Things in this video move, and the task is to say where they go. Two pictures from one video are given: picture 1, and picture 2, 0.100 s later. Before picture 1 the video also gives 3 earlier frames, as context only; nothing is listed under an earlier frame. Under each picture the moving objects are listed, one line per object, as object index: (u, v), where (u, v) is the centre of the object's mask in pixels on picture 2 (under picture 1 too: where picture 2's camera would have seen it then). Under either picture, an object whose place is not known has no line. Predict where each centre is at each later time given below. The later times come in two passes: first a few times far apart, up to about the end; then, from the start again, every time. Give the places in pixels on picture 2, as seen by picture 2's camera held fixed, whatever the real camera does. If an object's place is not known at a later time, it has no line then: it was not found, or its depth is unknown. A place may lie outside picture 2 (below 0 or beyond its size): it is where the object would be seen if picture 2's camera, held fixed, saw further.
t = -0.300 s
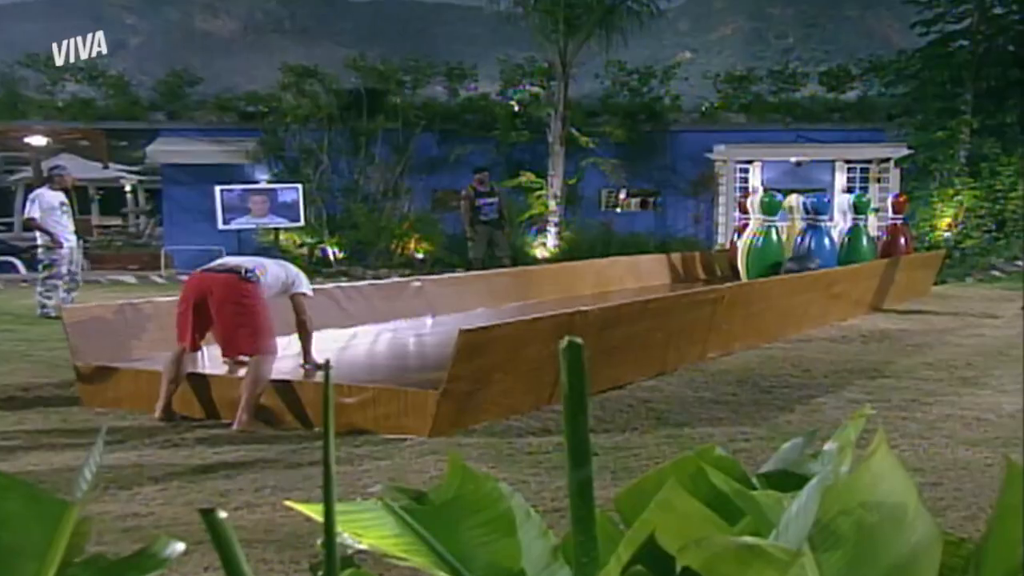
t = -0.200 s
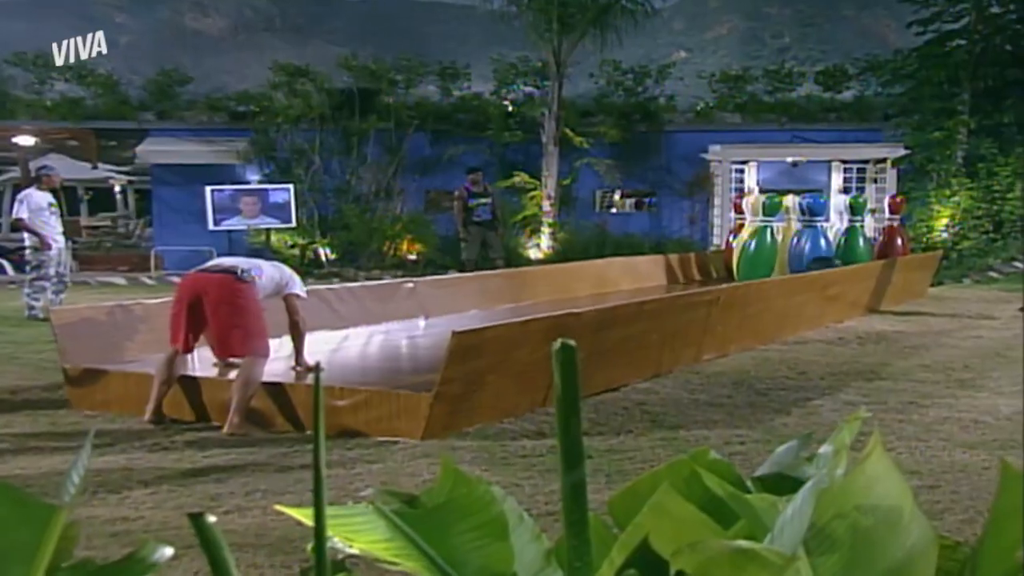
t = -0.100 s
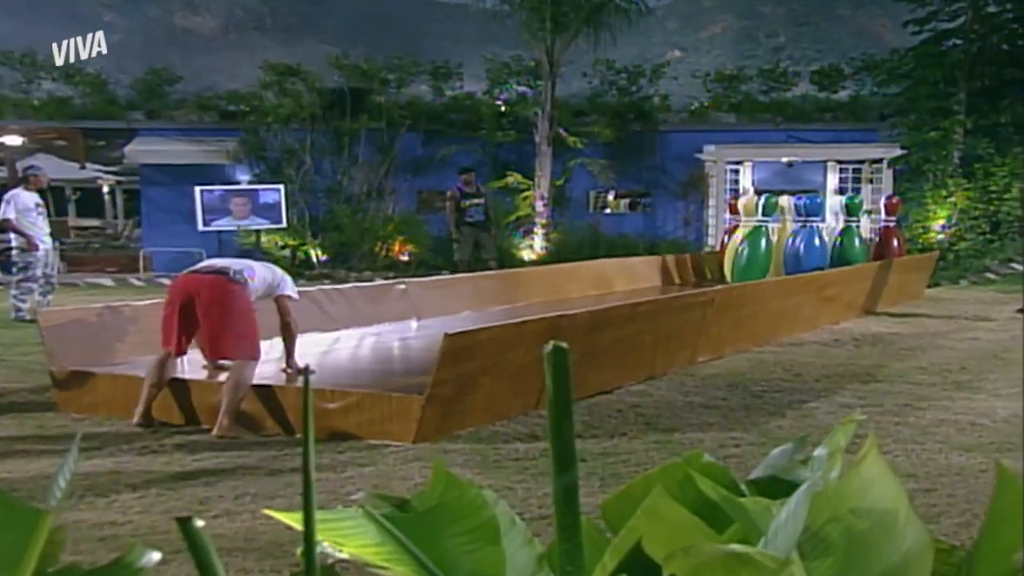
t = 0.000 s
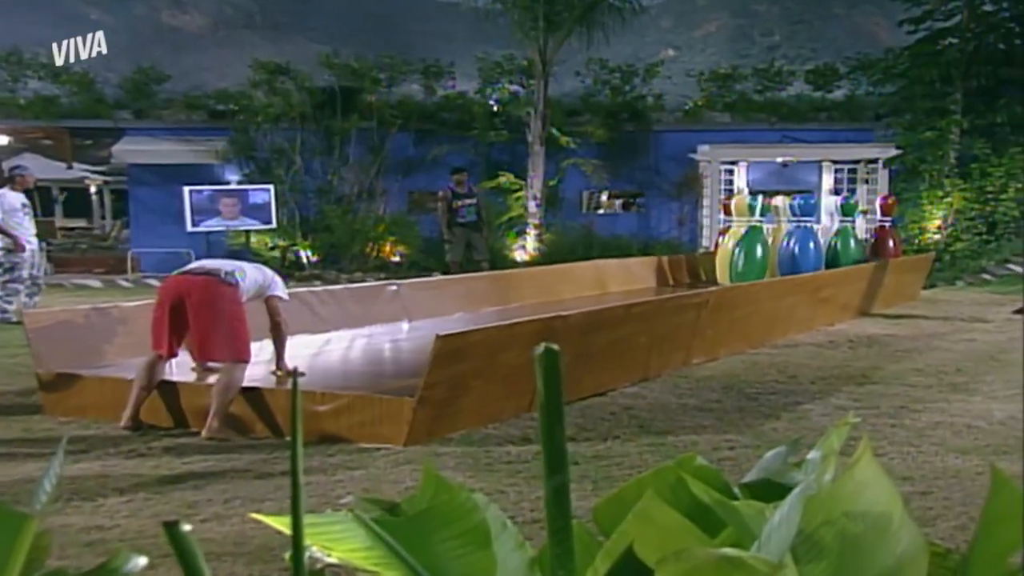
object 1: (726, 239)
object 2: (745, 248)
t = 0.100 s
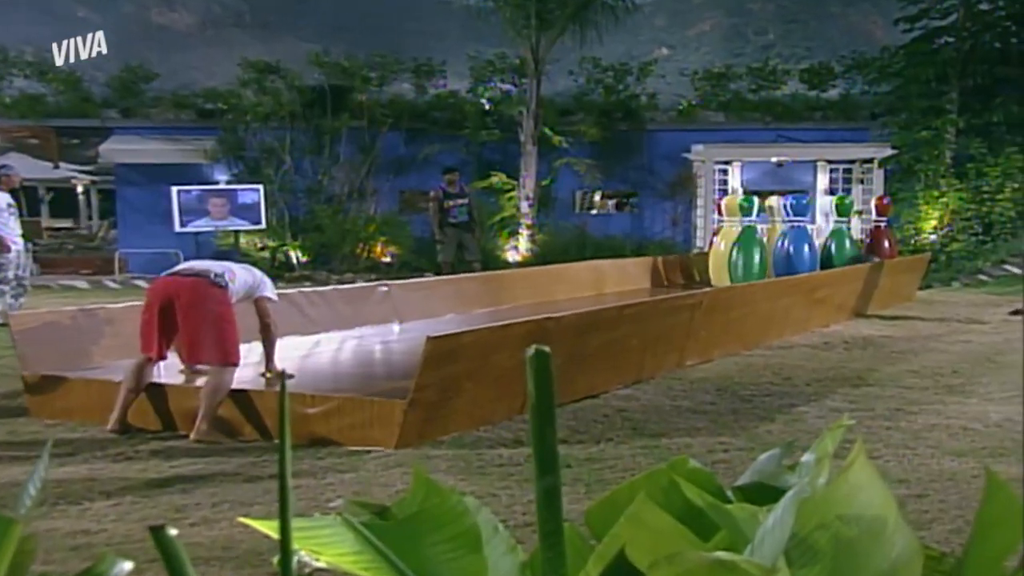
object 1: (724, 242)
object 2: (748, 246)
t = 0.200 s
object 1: (724, 244)
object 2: (751, 245)
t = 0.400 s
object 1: (722, 242)
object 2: (754, 249)
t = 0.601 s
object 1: (716, 245)
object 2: (755, 252)
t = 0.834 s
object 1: (700, 243)
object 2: (753, 256)
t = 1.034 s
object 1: (682, 249)
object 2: (750, 257)
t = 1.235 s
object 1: (694, 256)
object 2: (752, 256)
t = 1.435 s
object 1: (700, 259)
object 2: (758, 257)
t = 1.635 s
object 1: (699, 258)
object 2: (758, 257)
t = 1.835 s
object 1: (699, 258)
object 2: (758, 257)
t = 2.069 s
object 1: (698, 257)
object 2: (765, 261)
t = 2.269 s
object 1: (698, 257)
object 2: (765, 262)
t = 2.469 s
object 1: (698, 257)
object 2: (765, 262)
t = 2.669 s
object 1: (698, 257)
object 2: (765, 262)
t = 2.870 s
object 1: (698, 257)
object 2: (765, 262)
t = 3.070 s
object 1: (698, 257)
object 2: (765, 262)
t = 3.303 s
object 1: (699, 257)
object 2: (764, 261)
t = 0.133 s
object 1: (724, 242)
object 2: (749, 245)
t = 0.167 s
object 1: (724, 243)
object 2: (750, 245)
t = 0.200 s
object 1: (724, 244)
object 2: (751, 245)
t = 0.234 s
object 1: (723, 244)
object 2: (751, 245)
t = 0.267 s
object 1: (723, 243)
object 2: (751, 245)
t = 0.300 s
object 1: (723, 243)
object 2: (752, 246)
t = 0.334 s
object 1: (722, 243)
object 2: (753, 248)
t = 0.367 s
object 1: (722, 243)
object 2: (754, 248)
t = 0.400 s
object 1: (722, 242)
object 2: (754, 249)
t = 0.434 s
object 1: (722, 242)
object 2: (755, 251)
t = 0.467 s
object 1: (722, 241)
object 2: (754, 250)
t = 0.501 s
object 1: (722, 241)
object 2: (756, 253)
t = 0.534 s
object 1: (721, 241)
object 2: (755, 251)
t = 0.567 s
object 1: (717, 245)
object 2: (754, 249)
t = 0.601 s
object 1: (716, 245)
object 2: (755, 252)
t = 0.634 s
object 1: (714, 244)
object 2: (755, 253)
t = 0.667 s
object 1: (711, 243)
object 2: (755, 256)
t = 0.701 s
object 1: (709, 243)
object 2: (755, 254)
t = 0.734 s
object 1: (707, 242)
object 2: (756, 254)
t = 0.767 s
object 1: (704, 242)
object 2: (756, 254)
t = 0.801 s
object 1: (702, 243)
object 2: (756, 254)
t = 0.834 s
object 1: (700, 243)
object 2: (753, 256)
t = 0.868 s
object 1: (697, 244)
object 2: (754, 254)
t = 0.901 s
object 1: (694, 244)
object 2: (754, 255)
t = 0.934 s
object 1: (692, 245)
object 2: (754, 255)
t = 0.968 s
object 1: (689, 246)
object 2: (752, 255)
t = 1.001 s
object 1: (686, 247)
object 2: (750, 256)
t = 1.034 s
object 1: (682, 249)
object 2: (750, 257)
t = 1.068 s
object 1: (678, 251)
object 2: (748, 257)
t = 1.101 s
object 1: (675, 253)
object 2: (748, 258)
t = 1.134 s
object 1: (676, 253)
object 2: (748, 258)
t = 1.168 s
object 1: (680, 253)
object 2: (750, 258)
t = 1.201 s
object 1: (692, 256)
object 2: (751, 257)
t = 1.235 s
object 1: (694, 256)
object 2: (752, 256)
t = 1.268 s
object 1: (696, 256)
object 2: (753, 257)
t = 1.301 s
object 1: (698, 256)
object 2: (754, 256)
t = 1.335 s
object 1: (699, 257)
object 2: (755, 256)
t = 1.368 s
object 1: (699, 258)
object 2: (756, 257)
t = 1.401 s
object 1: (700, 259)
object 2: (756, 256)
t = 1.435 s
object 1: (700, 259)
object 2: (758, 257)
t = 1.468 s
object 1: (699, 259)
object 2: (758, 258)
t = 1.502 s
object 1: (699, 259)
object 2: (758, 257)
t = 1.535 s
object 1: (699, 258)
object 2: (759, 258)
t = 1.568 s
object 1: (699, 259)
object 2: (758, 257)
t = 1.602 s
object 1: (699, 258)
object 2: (758, 257)
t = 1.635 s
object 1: (699, 258)
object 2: (758, 257)
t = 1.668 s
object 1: (700, 258)
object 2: (759, 257)
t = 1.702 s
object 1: (700, 258)
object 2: (758, 257)
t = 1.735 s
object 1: (700, 258)
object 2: (758, 257)
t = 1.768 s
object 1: (699, 258)
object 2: (757, 257)
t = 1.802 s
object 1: (699, 258)
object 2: (760, 259)
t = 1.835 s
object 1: (699, 258)
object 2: (758, 257)
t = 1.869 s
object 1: (699, 258)
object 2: (759, 258)
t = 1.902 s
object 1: (699, 258)
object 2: (761, 259)
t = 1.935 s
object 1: (699, 257)
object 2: (761, 259)
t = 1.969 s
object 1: (699, 257)
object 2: (764, 261)
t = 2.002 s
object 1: (698, 257)
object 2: (764, 261)
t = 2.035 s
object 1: (699, 257)
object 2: (765, 261)
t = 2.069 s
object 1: (698, 257)
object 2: (765, 261)
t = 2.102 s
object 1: (698, 257)
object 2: (765, 261)
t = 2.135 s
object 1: (698, 257)
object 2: (764, 261)
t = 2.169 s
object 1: (698, 257)
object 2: (765, 262)
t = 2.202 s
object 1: (698, 257)
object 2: (765, 262)
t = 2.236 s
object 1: (698, 257)
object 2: (766, 262)
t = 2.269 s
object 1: (698, 257)
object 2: (765, 262)
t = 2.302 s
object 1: (698, 257)
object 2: (765, 262)
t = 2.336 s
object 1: (698, 257)
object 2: (765, 262)
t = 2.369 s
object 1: (698, 257)
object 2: (765, 262)
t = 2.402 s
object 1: (698, 257)
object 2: (765, 262)
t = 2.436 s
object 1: (698, 257)
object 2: (766, 262)
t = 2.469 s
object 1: (698, 257)
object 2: (765, 262)
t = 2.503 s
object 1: (698, 257)
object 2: (765, 262)
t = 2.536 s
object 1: (698, 257)
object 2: (765, 261)
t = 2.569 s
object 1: (698, 257)
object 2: (765, 261)
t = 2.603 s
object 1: (698, 257)
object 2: (766, 262)
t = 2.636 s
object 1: (698, 257)
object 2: (765, 261)
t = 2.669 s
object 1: (698, 257)
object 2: (765, 262)
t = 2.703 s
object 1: (698, 257)
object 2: (764, 261)
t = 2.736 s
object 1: (698, 257)
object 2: (765, 262)
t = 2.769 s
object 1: (698, 257)
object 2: (765, 261)
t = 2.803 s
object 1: (698, 257)
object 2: (765, 262)
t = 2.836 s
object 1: (698, 257)
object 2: (764, 261)
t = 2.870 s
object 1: (698, 257)
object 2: (765, 262)
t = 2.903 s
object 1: (698, 257)
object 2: (764, 261)
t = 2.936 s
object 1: (698, 257)
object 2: (765, 262)
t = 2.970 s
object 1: (698, 257)
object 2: (764, 261)
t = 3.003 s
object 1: (698, 257)
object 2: (766, 262)
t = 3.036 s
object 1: (698, 257)
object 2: (763, 261)
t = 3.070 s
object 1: (698, 257)
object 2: (765, 262)
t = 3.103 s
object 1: (698, 257)
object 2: (764, 261)
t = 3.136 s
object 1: (698, 257)
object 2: (765, 262)
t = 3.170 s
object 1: (698, 257)
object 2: (764, 261)
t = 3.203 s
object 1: (699, 257)
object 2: (765, 262)
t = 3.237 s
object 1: (699, 257)
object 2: (764, 261)
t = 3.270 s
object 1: (698, 257)
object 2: (765, 262)
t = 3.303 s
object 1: (699, 257)
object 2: (764, 261)
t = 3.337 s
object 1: (698, 257)
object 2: (765, 262)
